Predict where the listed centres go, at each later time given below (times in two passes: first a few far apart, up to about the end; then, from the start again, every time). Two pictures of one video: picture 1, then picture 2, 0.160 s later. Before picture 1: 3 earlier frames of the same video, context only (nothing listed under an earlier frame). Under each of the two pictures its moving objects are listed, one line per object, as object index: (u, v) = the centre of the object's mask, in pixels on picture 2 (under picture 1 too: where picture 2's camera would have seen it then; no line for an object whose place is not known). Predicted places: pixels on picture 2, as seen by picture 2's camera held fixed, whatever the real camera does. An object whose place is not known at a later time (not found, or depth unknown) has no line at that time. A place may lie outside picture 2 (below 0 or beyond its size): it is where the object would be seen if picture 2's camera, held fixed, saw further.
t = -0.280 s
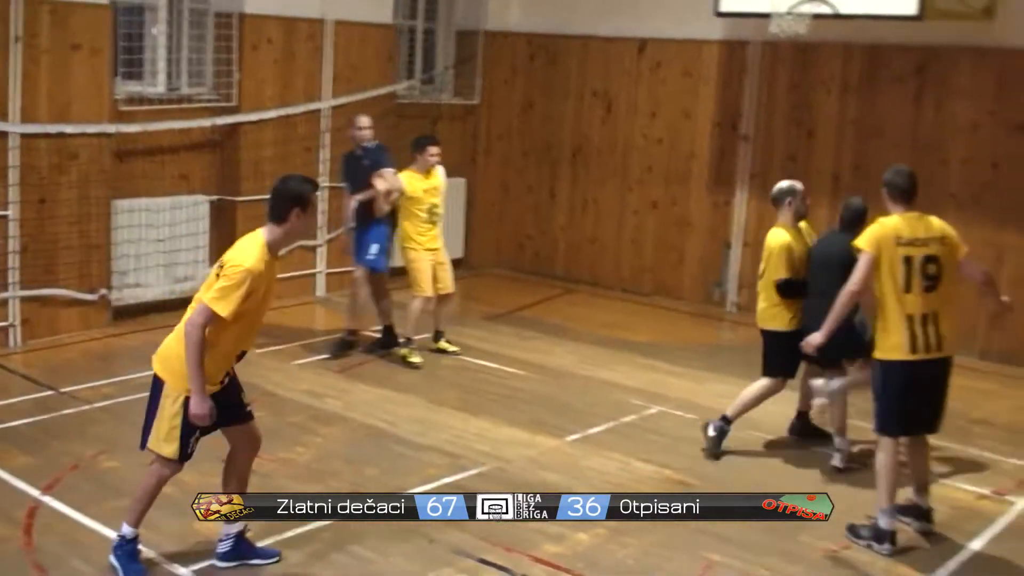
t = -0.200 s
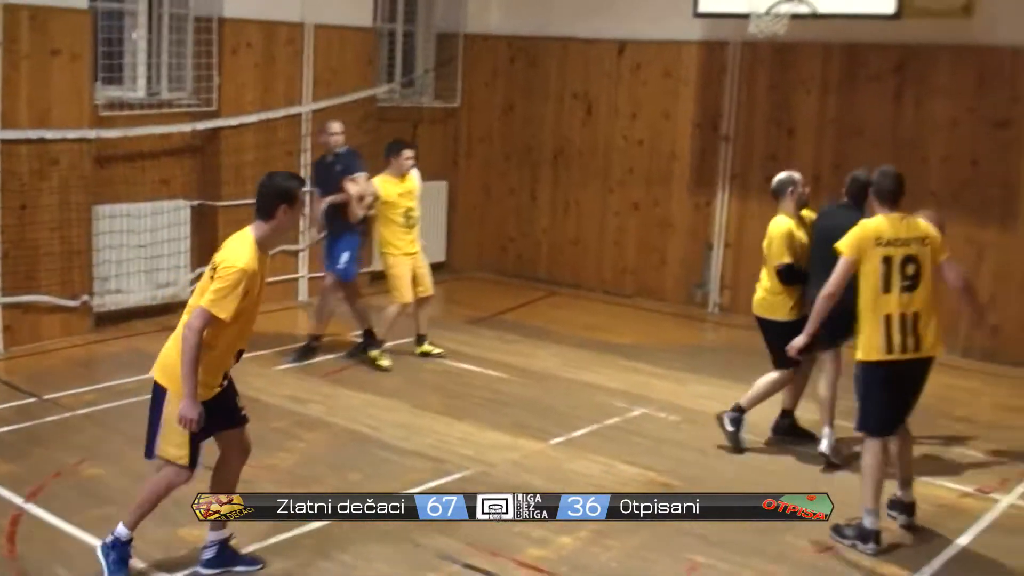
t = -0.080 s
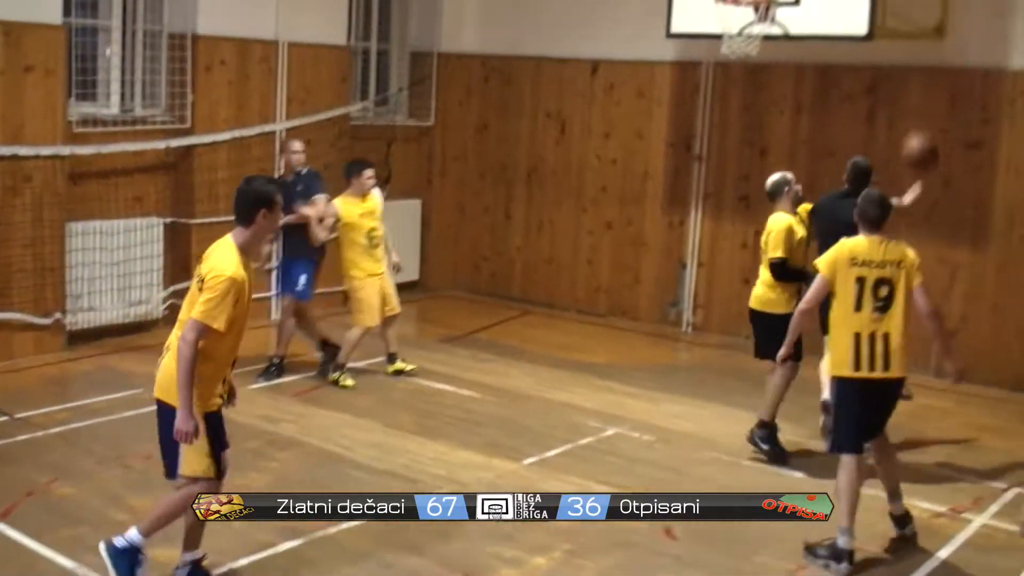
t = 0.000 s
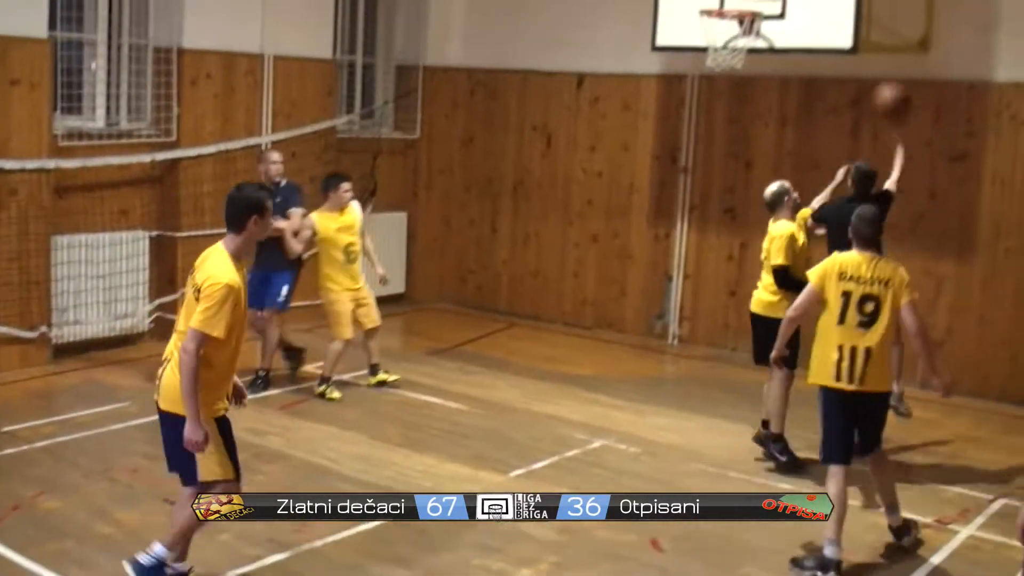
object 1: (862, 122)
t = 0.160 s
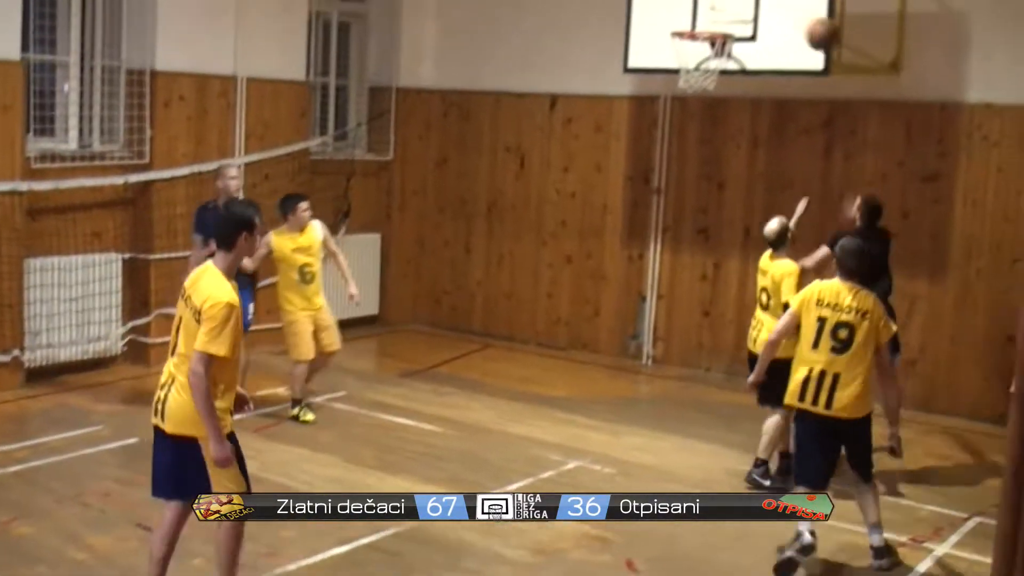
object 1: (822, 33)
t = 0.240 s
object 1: (801, 5)
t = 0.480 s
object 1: (741, -22)
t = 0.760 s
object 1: (671, 18)
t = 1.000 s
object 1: (636, 7)
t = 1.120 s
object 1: (617, 27)
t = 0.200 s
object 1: (811, 17)
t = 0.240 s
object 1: (801, 5)
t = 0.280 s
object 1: (791, -6)
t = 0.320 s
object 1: (781, -14)
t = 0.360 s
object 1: (770, -19)
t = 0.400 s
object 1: (760, -22)
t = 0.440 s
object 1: (750, -23)
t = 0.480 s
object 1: (741, -22)
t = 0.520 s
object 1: (731, -22)
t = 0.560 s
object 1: (721, -20)
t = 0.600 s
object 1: (711, -17)
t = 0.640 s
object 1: (701, -11)
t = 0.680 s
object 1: (691, -3)
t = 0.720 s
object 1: (680, 7)
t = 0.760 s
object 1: (671, 18)
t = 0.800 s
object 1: (666, 12)
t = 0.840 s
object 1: (660, 7)
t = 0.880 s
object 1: (654, 3)
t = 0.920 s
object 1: (648, 2)
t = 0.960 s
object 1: (642, 4)
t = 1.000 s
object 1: (636, 7)
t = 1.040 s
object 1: (629, 12)
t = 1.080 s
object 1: (623, 18)
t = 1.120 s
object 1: (617, 27)
